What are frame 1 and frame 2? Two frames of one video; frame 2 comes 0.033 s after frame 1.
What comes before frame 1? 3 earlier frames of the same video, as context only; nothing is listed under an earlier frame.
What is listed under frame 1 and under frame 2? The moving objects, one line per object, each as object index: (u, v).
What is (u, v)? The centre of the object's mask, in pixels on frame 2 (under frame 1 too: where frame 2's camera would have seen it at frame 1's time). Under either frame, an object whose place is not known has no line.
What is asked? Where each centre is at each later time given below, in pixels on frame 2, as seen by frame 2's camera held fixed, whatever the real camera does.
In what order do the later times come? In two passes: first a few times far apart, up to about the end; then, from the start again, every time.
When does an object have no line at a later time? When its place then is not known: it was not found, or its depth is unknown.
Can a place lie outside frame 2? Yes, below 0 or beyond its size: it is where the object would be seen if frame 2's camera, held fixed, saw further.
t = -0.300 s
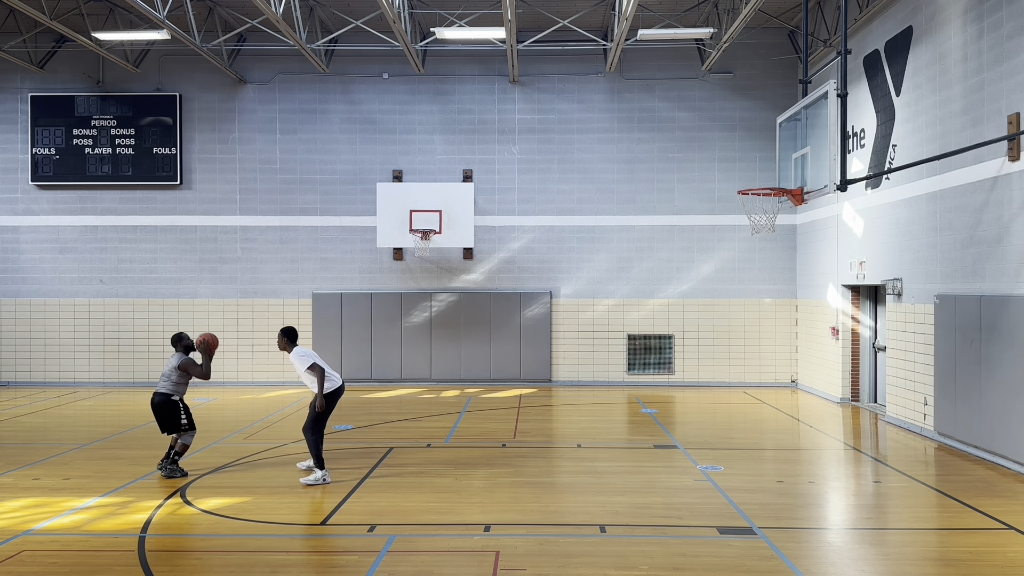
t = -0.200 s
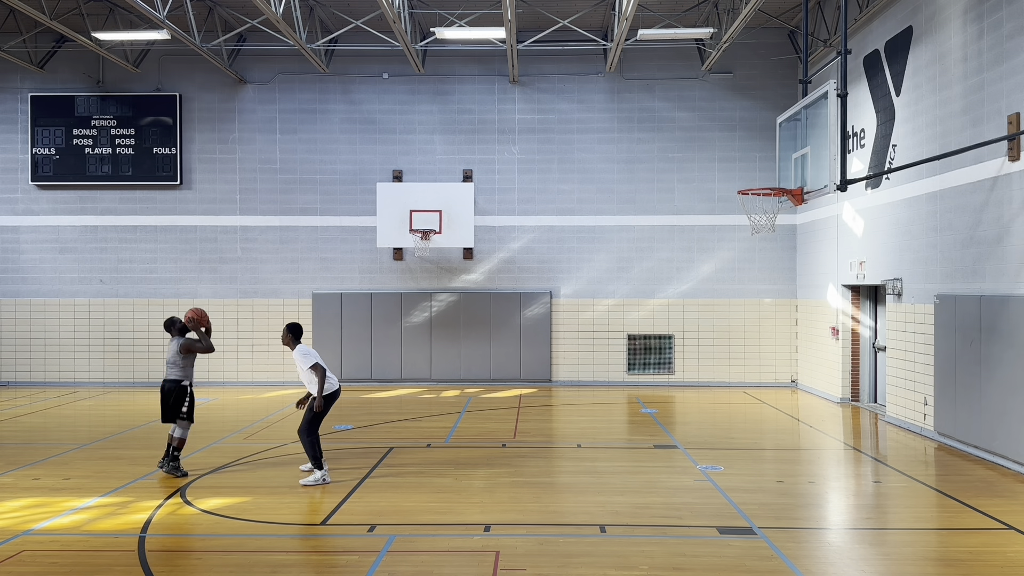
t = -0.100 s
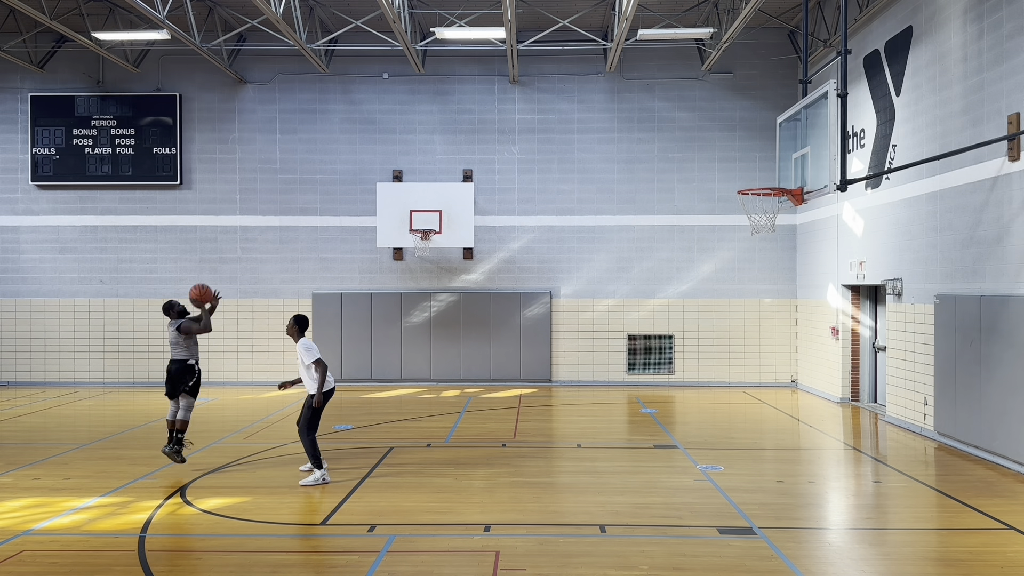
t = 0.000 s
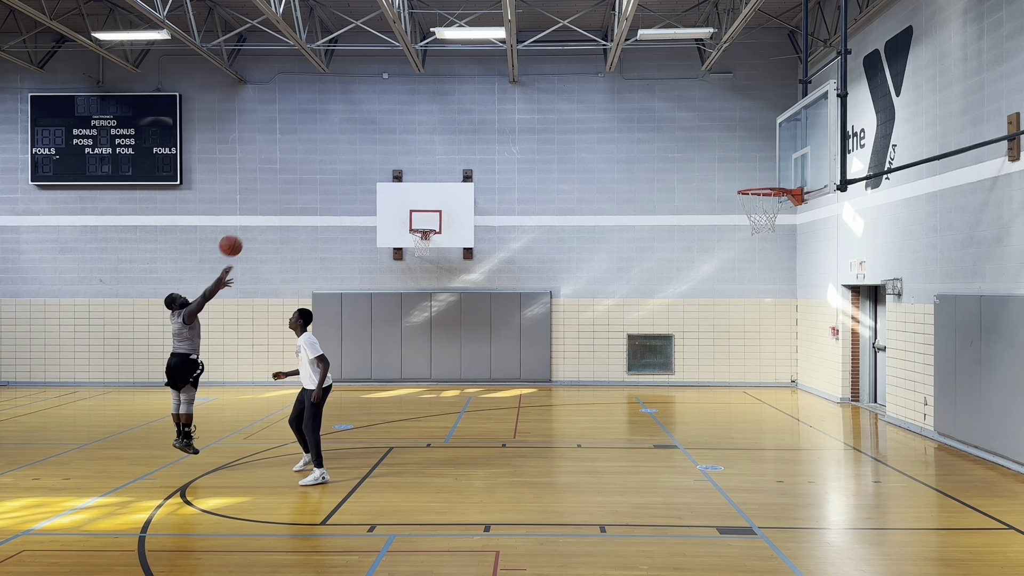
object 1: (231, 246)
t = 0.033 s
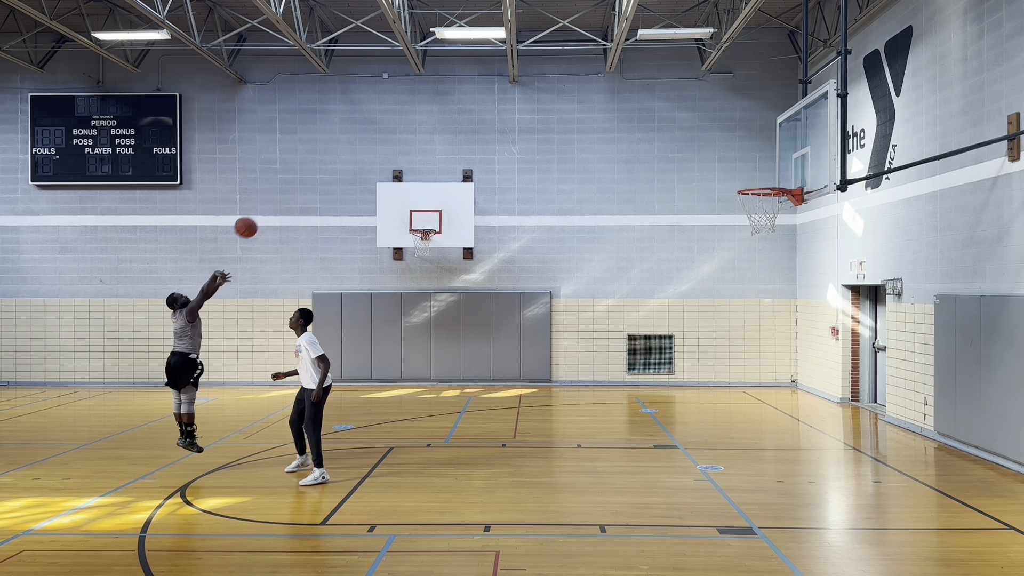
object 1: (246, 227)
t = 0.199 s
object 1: (321, 149)
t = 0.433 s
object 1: (425, 79)
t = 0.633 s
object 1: (514, 59)
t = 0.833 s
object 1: (602, 72)
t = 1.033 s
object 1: (692, 122)
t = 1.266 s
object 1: (774, 218)
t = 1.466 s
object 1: (771, 305)
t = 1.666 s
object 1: (770, 434)
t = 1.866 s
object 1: (742, 413)
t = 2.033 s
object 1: (708, 348)
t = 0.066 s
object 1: (261, 209)
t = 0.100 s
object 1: (276, 193)
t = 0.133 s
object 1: (291, 177)
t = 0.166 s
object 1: (306, 163)
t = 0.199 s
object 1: (321, 149)
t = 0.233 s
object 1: (336, 137)
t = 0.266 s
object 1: (351, 125)
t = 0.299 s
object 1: (366, 114)
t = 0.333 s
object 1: (381, 104)
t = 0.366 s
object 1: (396, 95)
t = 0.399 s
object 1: (411, 87)
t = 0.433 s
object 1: (425, 79)
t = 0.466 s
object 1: (440, 73)
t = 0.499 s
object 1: (455, 68)
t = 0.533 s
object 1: (469, 64)
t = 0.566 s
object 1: (484, 61)
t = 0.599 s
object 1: (499, 59)
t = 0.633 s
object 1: (514, 59)
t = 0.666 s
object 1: (528, 58)
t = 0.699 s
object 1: (543, 59)
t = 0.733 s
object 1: (558, 60)
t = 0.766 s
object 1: (573, 63)
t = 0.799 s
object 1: (588, 67)
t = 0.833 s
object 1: (602, 72)
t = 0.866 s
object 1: (617, 77)
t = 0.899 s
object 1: (632, 84)
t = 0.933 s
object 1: (647, 92)
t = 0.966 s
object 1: (662, 101)
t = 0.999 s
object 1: (677, 111)
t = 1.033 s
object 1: (692, 122)
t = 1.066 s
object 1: (707, 133)
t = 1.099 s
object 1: (721, 146)
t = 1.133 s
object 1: (736, 160)
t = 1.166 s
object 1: (751, 174)
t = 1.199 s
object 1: (765, 191)
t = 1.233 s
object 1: (774, 204)
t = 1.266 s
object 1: (774, 218)
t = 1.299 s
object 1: (773, 232)
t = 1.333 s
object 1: (773, 243)
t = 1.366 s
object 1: (772, 257)
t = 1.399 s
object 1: (772, 272)
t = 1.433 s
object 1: (771, 288)
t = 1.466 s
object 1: (771, 305)
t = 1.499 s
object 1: (771, 324)
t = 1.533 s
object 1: (770, 343)
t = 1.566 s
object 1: (770, 364)
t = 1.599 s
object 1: (770, 386)
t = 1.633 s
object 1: (770, 410)
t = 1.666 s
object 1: (770, 434)
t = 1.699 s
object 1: (771, 460)
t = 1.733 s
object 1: (770, 484)
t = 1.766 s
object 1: (763, 464)
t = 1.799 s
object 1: (756, 446)
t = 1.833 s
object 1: (749, 429)
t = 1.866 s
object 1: (742, 413)
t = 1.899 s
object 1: (736, 398)
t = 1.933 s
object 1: (729, 384)
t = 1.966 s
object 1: (722, 371)
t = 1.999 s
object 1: (714, 359)
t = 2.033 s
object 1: (708, 348)
